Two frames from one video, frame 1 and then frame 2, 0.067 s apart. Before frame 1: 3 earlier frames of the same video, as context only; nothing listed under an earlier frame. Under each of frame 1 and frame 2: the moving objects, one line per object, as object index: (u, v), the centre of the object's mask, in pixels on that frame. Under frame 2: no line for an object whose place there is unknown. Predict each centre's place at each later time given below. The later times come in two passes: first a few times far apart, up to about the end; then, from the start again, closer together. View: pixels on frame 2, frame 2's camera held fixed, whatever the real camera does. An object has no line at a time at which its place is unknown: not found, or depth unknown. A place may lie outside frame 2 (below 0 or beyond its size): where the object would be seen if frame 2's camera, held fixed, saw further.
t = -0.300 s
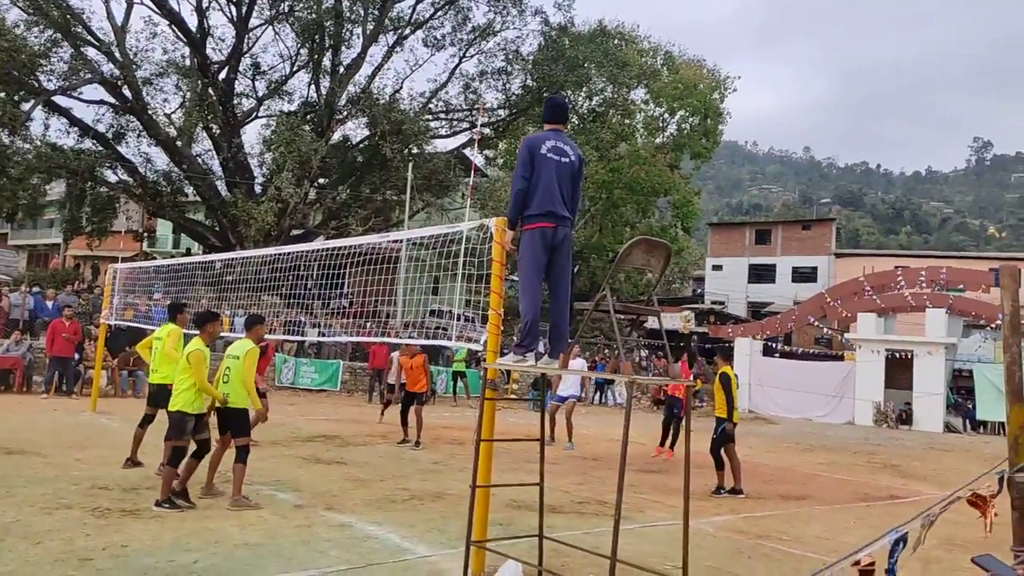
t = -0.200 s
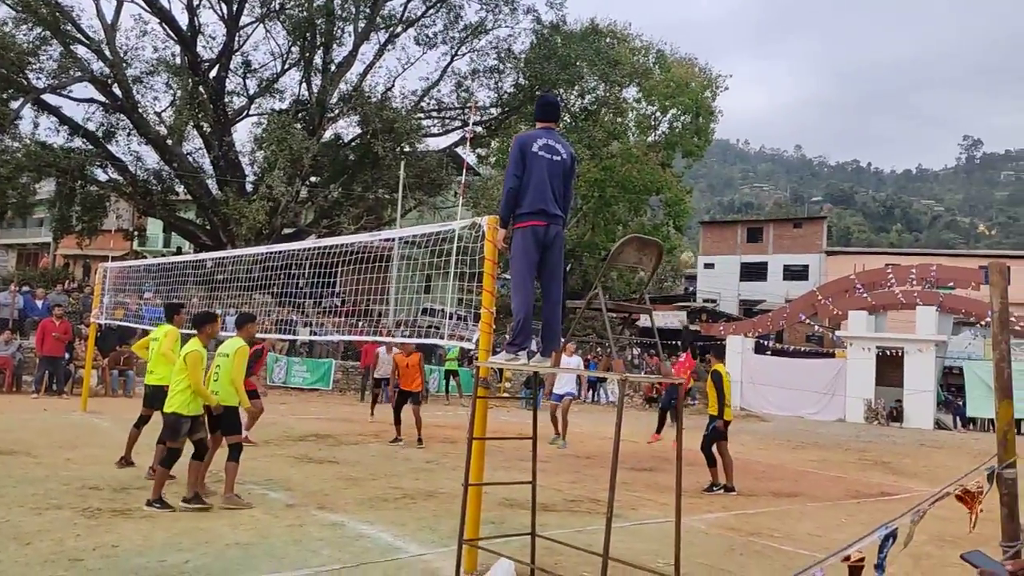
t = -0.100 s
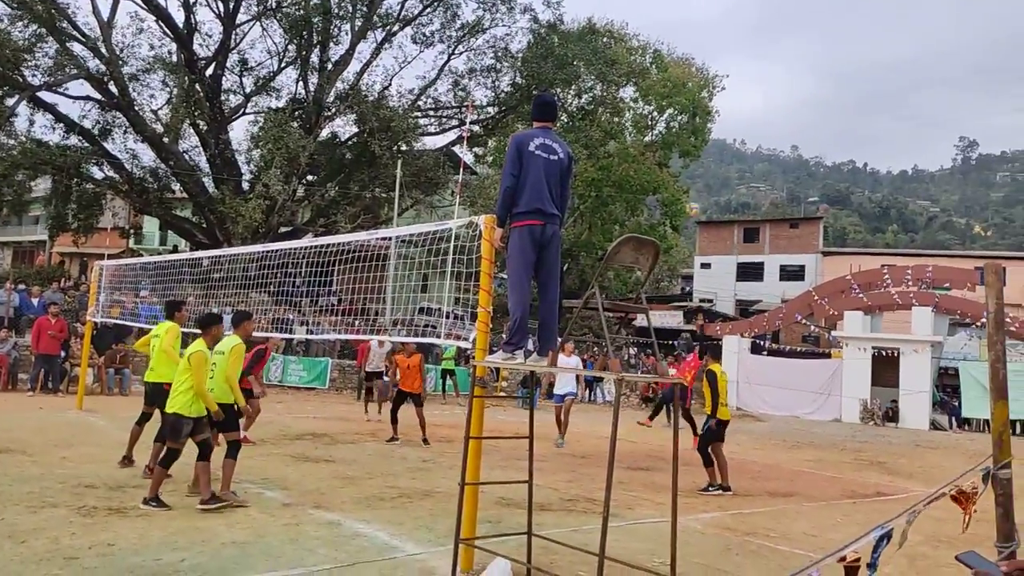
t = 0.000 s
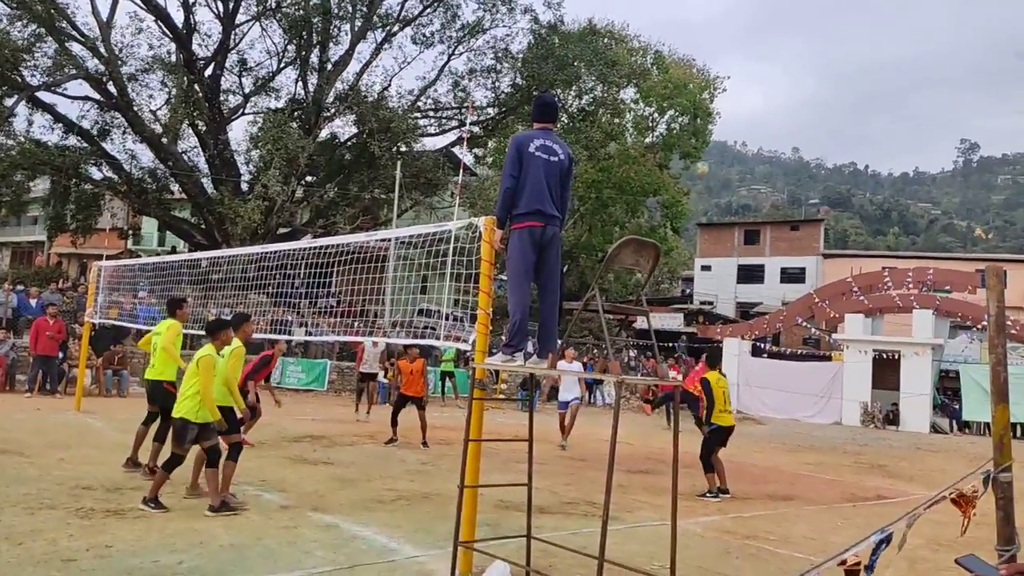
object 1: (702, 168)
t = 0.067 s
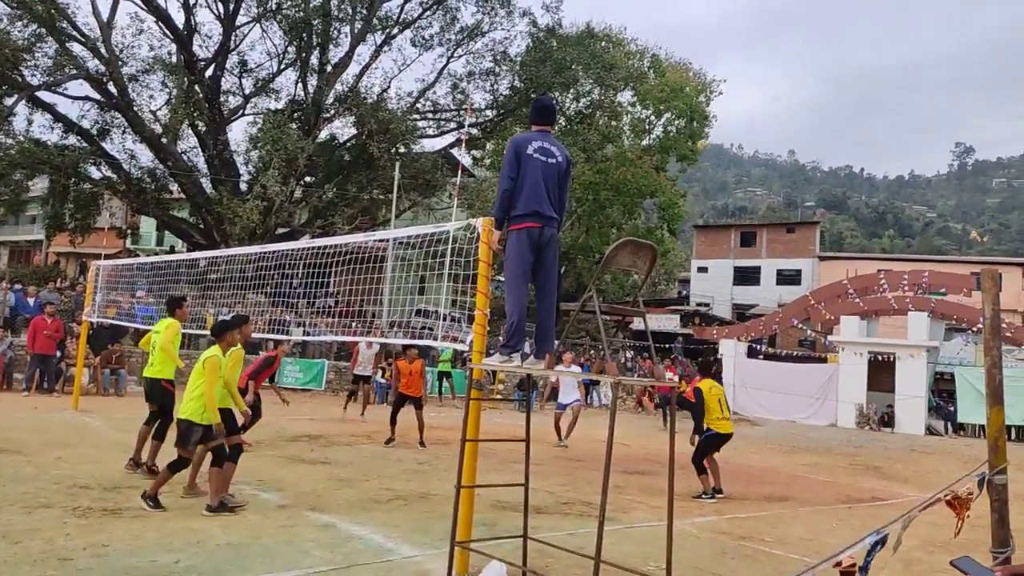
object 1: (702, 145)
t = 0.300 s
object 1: (722, 82)
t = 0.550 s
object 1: (738, 51)
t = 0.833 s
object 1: (754, 60)
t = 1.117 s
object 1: (767, 116)
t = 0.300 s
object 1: (722, 82)
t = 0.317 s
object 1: (723, 79)
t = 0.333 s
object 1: (724, 76)
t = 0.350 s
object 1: (725, 73)
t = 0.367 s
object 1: (726, 70)
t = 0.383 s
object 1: (727, 67)
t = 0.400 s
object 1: (728, 65)
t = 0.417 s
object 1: (730, 63)
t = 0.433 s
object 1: (731, 60)
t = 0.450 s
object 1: (732, 58)
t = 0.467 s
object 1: (733, 56)
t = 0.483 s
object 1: (734, 55)
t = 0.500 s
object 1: (735, 54)
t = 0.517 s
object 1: (736, 53)
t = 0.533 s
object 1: (737, 52)
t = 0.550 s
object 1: (738, 51)
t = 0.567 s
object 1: (739, 50)
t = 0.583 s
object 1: (740, 50)
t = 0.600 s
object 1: (741, 49)
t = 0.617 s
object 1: (742, 49)
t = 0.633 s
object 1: (743, 49)
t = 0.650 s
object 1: (744, 49)
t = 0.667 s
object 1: (745, 49)
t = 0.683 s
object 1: (745, 49)
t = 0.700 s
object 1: (747, 50)
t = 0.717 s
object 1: (748, 51)
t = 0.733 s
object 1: (748, 51)
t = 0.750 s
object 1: (749, 52)
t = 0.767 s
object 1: (750, 54)
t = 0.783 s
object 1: (751, 55)
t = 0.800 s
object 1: (752, 56)
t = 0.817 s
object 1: (753, 58)
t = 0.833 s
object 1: (754, 60)
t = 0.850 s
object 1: (755, 62)
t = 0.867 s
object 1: (755, 64)
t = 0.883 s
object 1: (756, 67)
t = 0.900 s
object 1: (757, 69)
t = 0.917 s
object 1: (758, 72)
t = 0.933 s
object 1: (758, 74)
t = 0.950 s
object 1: (759, 77)
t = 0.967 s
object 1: (760, 81)
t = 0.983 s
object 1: (761, 84)
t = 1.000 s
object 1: (762, 87)
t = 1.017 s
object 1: (762, 91)
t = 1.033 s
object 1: (763, 95)
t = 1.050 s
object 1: (764, 98)
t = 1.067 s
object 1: (764, 103)
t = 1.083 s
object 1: (765, 107)
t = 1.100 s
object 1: (766, 111)
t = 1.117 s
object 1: (767, 116)
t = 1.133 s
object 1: (767, 120)
